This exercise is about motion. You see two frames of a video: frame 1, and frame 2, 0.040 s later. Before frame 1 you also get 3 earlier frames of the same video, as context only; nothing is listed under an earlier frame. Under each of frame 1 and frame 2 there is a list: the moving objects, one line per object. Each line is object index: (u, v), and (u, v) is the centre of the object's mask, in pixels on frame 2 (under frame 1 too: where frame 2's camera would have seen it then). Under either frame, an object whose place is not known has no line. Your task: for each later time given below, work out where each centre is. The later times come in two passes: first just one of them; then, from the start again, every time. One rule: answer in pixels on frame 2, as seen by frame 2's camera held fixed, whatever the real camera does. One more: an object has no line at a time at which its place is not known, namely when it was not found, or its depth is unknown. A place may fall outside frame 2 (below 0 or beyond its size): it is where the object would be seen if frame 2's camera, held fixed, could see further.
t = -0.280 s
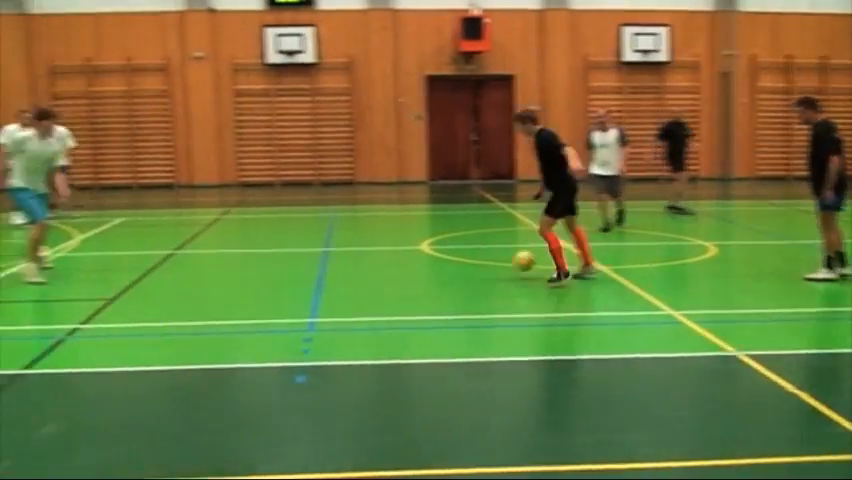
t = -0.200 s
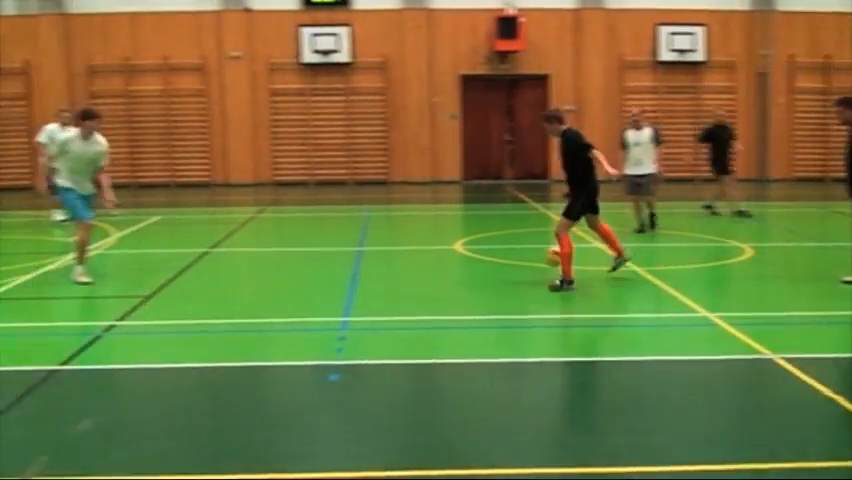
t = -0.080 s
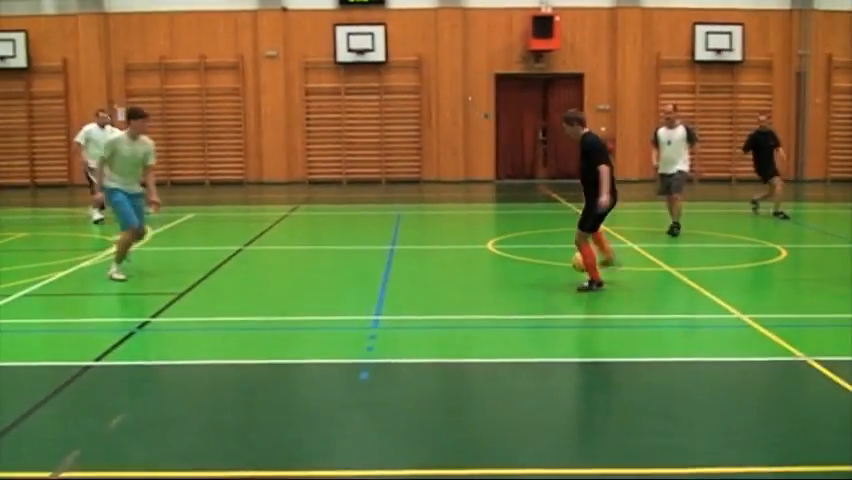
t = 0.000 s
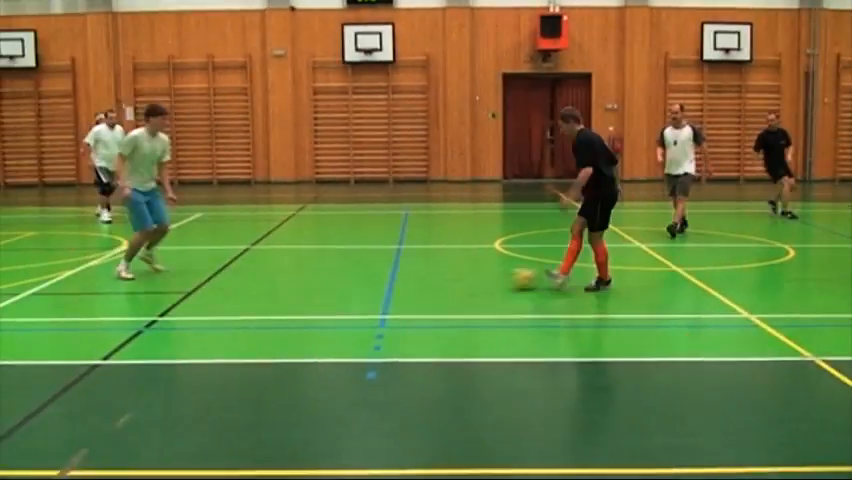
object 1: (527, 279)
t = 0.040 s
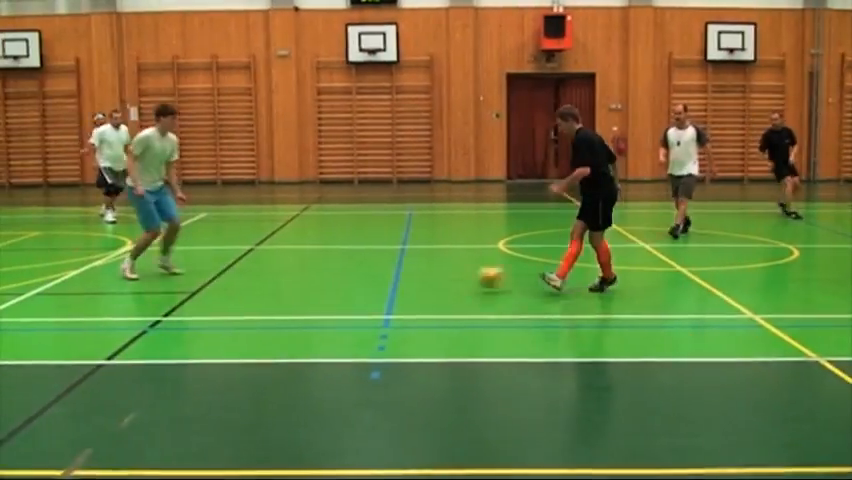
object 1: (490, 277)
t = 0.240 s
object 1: (292, 296)
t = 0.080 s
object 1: (452, 276)
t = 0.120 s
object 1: (415, 278)
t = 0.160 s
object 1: (375, 281)
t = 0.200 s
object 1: (334, 288)
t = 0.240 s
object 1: (292, 296)
